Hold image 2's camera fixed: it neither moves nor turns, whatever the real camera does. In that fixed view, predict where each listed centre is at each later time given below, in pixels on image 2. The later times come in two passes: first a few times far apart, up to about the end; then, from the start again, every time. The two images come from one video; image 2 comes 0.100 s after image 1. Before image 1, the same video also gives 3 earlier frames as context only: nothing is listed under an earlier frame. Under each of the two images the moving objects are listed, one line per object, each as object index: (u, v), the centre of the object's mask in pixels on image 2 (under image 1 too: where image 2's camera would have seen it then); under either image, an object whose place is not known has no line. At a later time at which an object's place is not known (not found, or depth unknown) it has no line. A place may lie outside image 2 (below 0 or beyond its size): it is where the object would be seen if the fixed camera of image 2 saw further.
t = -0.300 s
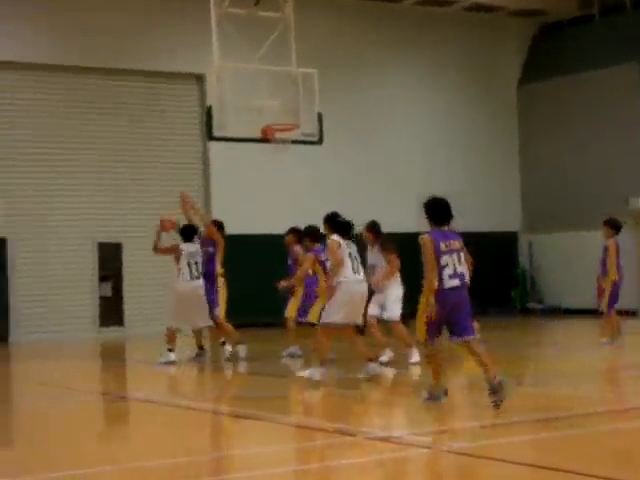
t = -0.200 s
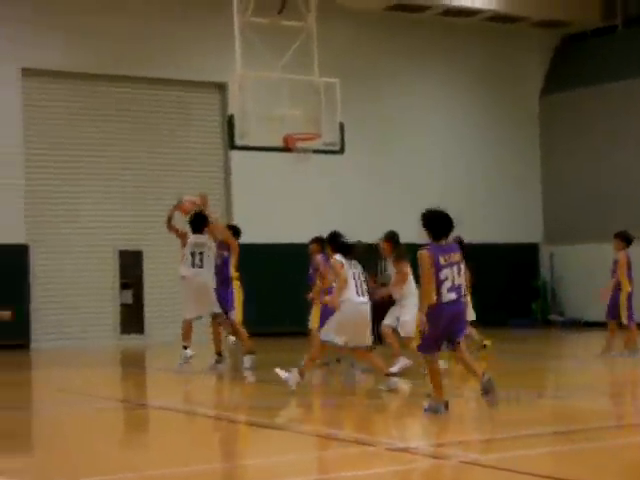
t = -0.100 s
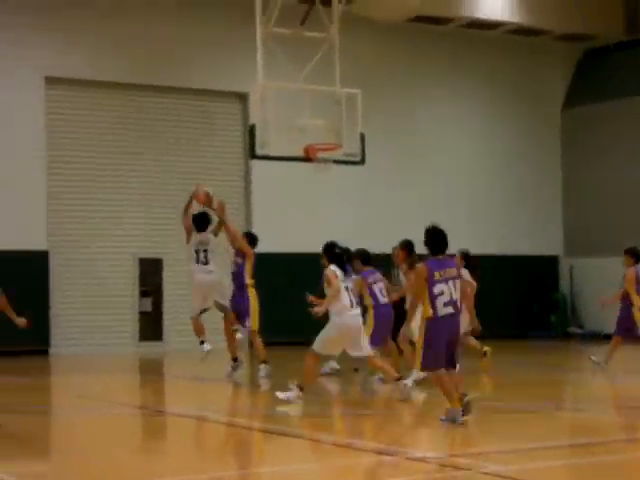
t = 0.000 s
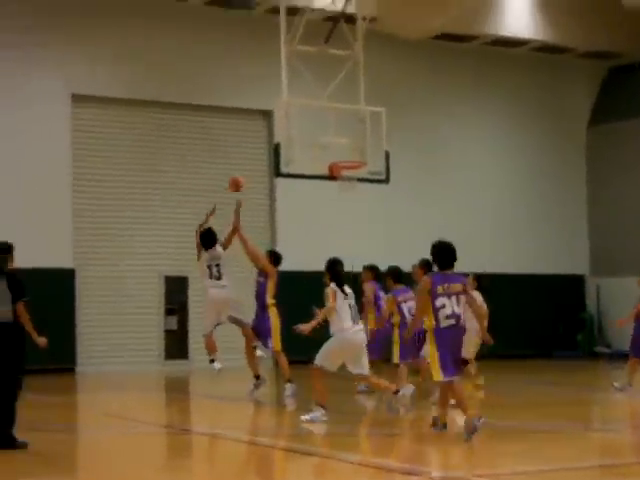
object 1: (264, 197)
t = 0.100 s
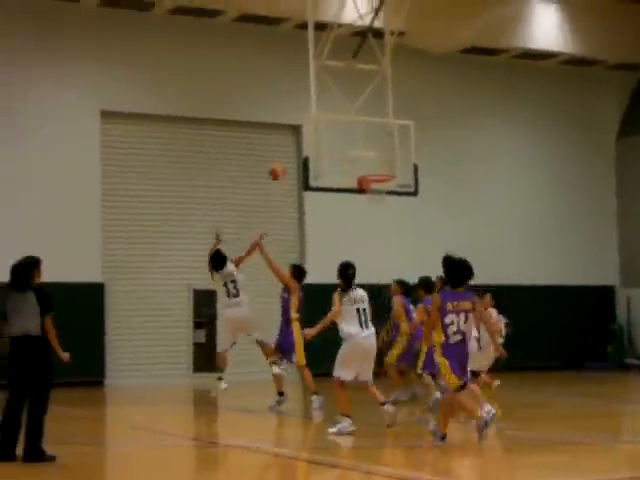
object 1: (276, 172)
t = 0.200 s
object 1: (286, 156)
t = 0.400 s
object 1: (306, 145)
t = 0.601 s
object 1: (329, 164)
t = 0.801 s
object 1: (359, 192)
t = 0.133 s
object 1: (279, 166)
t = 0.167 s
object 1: (283, 162)
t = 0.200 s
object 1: (286, 156)
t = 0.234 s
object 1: (291, 152)
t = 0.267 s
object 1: (294, 150)
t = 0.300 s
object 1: (297, 148)
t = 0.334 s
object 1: (301, 147)
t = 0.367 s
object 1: (303, 146)
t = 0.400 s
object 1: (306, 145)
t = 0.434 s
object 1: (307, 148)
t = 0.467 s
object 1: (313, 149)
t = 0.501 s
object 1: (318, 153)
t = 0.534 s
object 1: (320, 156)
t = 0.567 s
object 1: (323, 161)
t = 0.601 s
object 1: (329, 164)
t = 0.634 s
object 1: (334, 167)
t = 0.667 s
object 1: (339, 171)
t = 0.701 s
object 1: (343, 176)
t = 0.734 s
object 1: (349, 180)
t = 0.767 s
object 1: (356, 188)
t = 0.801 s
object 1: (359, 192)
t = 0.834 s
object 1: (364, 202)
